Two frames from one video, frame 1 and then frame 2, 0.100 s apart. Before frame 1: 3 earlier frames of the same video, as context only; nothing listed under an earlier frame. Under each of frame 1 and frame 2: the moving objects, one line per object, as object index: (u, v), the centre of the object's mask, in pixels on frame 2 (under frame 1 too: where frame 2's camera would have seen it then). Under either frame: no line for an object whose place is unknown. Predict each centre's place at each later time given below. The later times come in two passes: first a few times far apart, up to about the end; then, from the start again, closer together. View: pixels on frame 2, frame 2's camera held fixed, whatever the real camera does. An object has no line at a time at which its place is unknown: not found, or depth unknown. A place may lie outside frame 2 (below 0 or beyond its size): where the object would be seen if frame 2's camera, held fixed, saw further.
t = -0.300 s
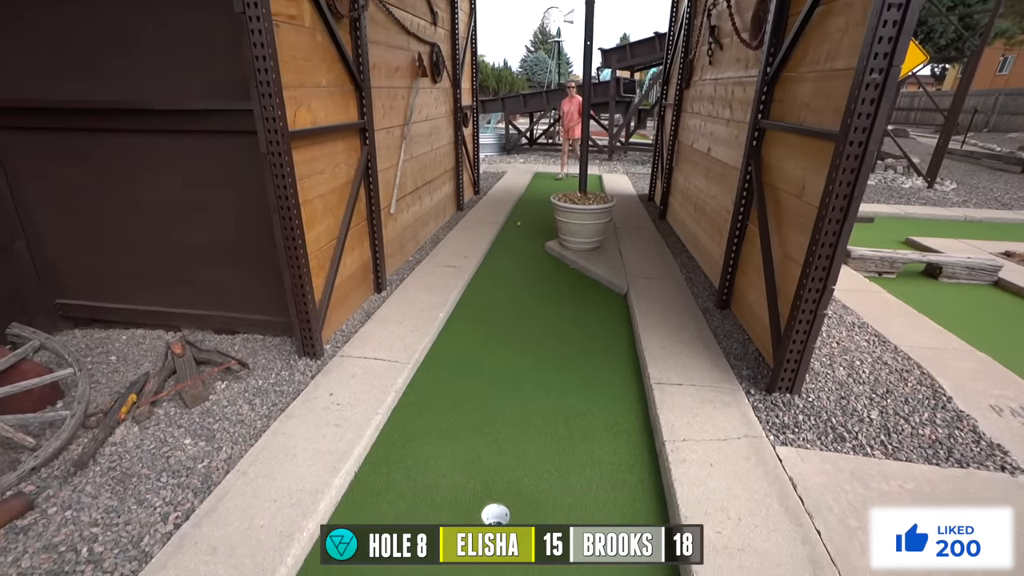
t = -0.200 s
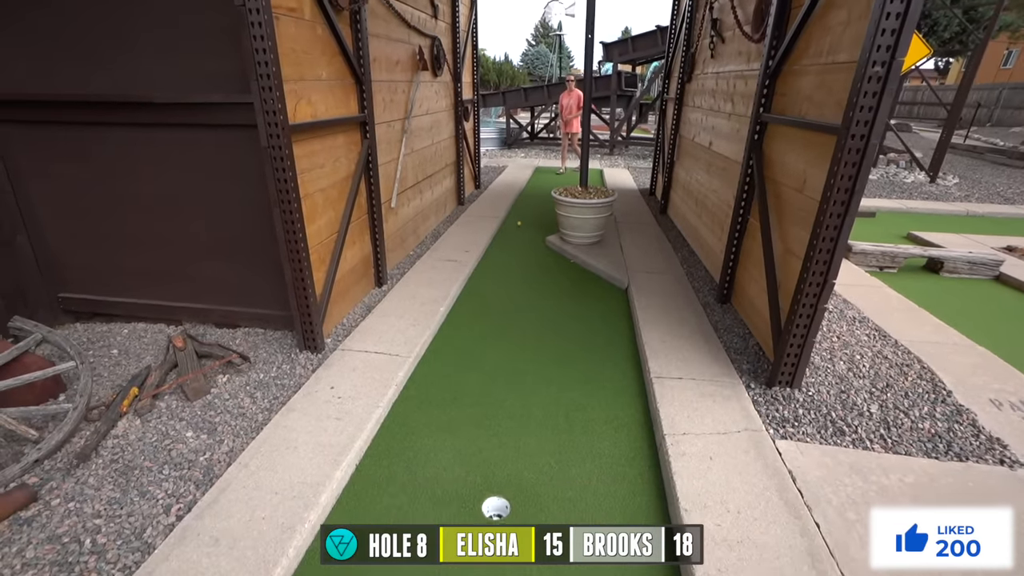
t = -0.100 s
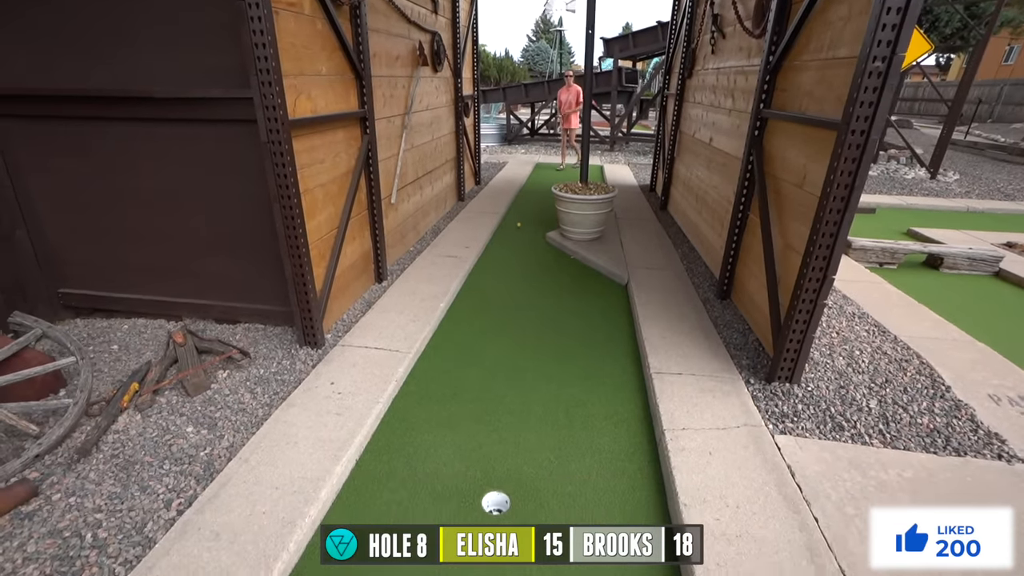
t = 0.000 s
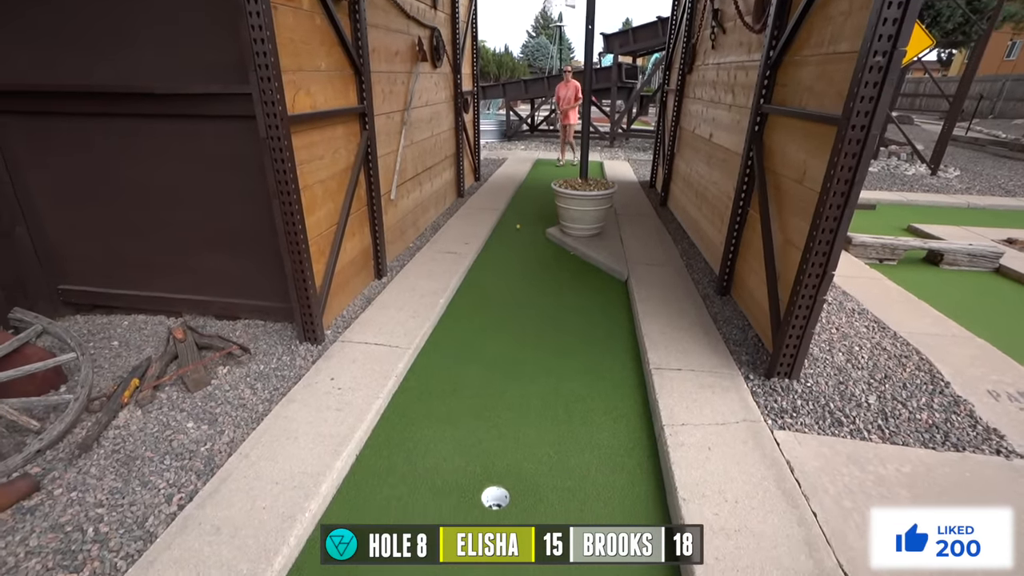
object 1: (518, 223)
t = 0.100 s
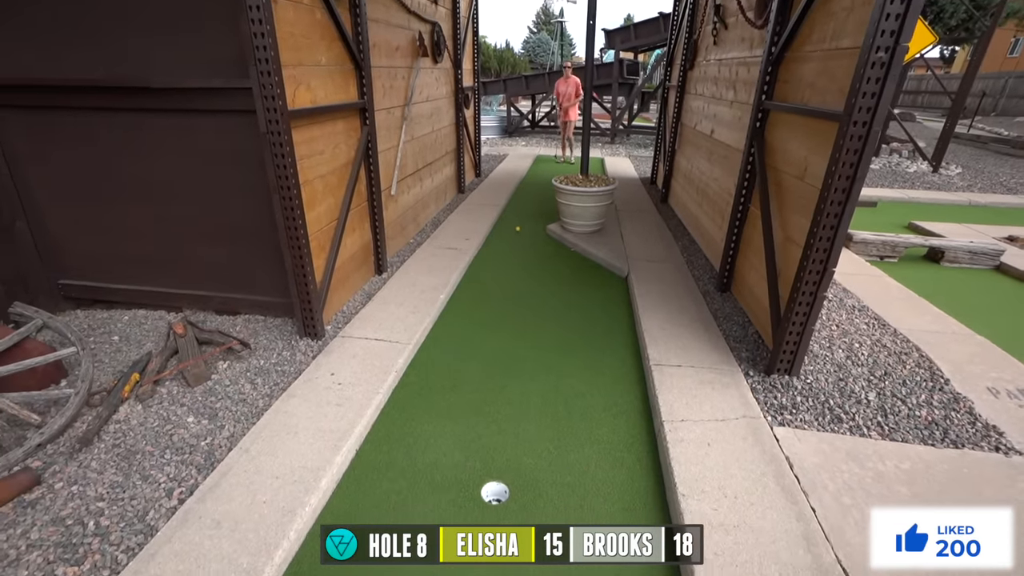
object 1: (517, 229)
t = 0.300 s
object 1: (516, 242)
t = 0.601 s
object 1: (514, 266)
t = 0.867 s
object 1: (512, 291)
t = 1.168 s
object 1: (510, 327)
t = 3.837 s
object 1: (544, 469)
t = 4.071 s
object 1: (543, 470)
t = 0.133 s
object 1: (517, 231)
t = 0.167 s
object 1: (517, 233)
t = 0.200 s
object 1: (517, 235)
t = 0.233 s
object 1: (516, 238)
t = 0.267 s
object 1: (516, 240)
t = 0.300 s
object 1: (516, 242)
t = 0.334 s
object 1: (516, 245)
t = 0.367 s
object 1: (515, 247)
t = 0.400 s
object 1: (515, 249)
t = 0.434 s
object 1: (515, 252)
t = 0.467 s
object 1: (514, 255)
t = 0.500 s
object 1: (514, 257)
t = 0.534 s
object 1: (514, 260)
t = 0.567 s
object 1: (514, 263)
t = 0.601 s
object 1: (514, 266)
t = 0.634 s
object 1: (513, 269)
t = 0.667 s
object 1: (513, 272)
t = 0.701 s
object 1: (513, 274)
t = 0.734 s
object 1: (512, 277)
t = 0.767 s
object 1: (512, 281)
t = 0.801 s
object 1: (512, 284)
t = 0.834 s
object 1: (512, 287)
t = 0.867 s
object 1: (512, 291)
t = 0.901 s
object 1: (512, 294)
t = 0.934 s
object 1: (512, 298)
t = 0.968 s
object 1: (511, 302)
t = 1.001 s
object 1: (511, 305)
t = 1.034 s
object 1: (511, 309)
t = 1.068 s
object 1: (510, 313)
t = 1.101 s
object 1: (510, 318)
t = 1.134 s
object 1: (510, 322)
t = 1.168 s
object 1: (510, 327)
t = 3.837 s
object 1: (544, 469)
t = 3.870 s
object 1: (544, 469)
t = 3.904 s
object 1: (544, 469)
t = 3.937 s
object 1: (543, 470)
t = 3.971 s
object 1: (544, 470)
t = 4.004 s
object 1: (543, 470)
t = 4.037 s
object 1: (543, 470)
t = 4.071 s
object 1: (543, 470)
